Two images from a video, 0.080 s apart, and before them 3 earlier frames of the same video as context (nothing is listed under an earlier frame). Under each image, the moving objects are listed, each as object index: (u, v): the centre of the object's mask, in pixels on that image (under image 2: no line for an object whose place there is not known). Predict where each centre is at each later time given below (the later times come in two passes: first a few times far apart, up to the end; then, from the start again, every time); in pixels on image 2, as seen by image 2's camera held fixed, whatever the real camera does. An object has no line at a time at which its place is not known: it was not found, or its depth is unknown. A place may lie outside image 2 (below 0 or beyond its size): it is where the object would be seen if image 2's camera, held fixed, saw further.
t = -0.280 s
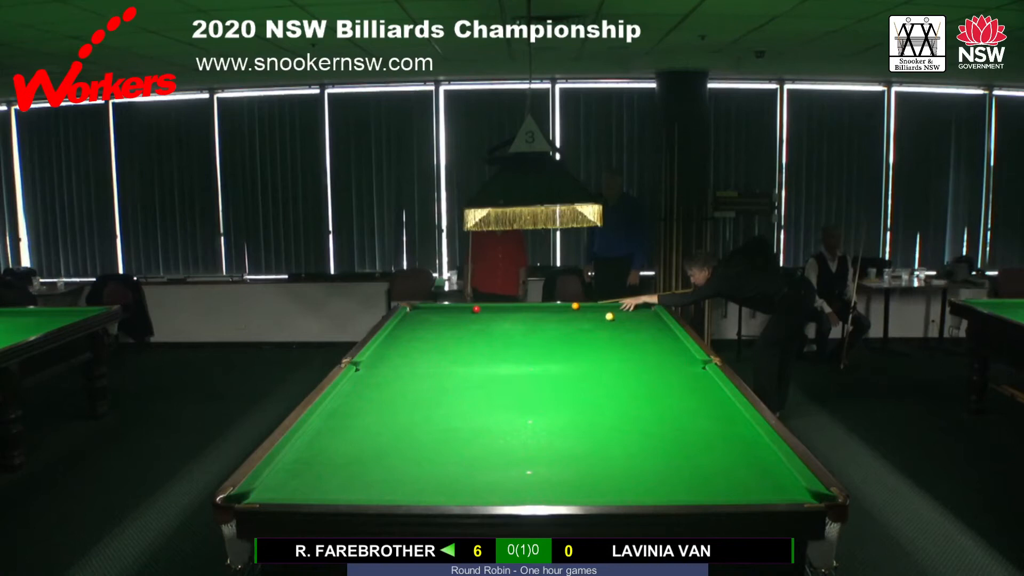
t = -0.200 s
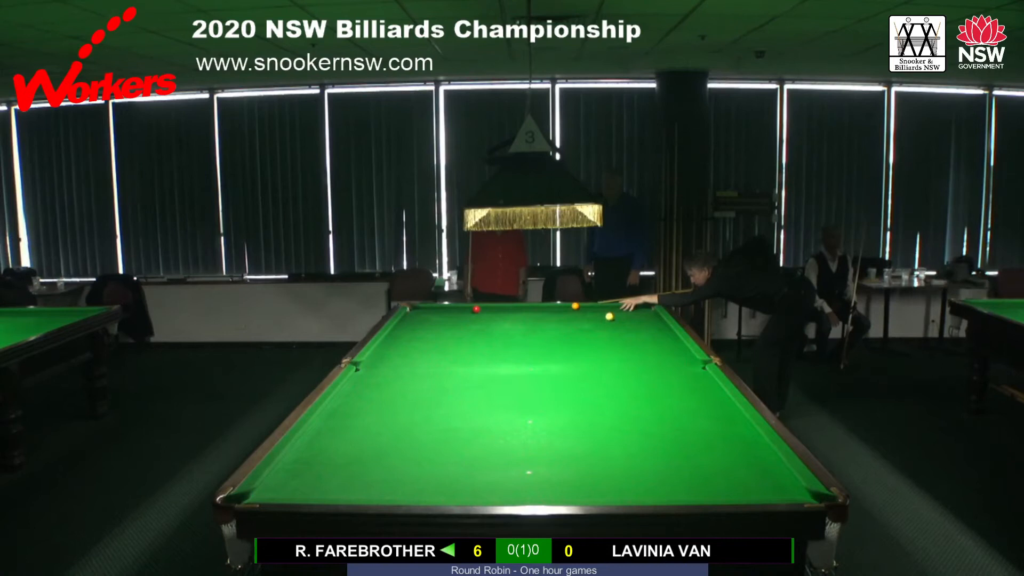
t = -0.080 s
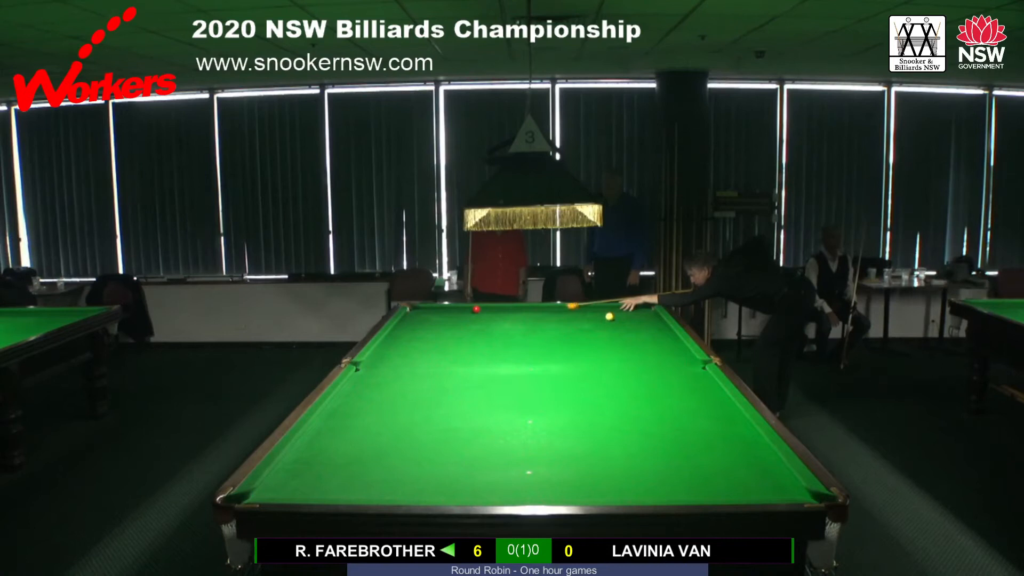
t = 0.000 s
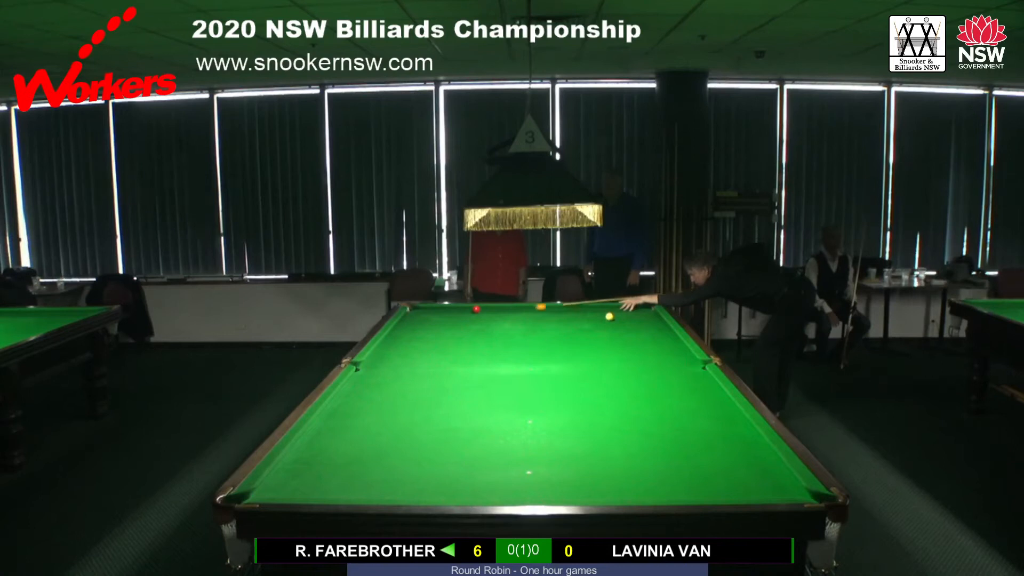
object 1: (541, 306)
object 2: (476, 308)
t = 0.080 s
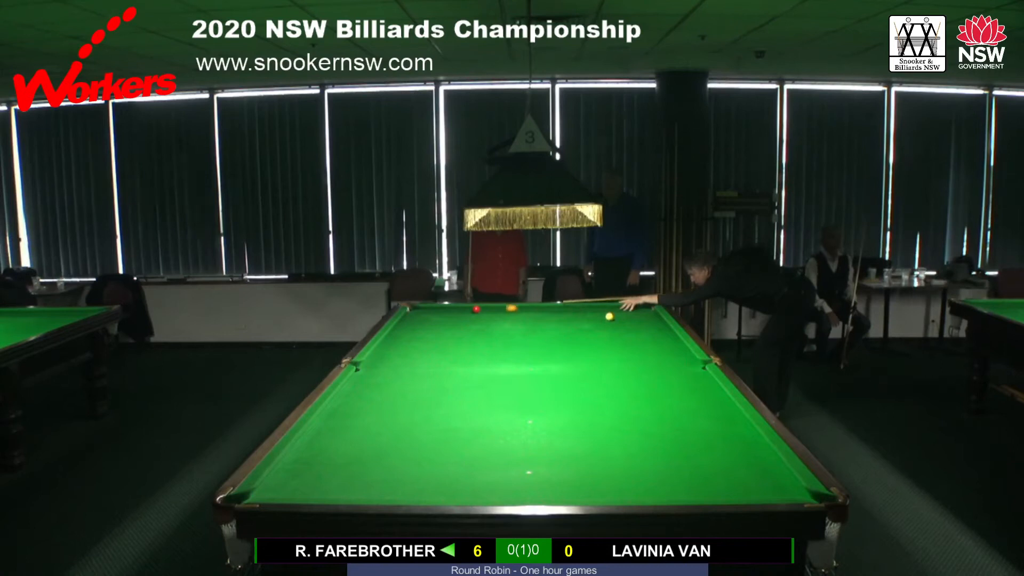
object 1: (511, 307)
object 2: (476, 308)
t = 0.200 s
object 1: (480, 310)
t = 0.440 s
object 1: (456, 315)
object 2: (412, 307)
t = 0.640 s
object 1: (428, 320)
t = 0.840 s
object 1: (399, 325)
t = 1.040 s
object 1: (411, 328)
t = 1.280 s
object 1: (428, 332)
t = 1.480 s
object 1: (442, 335)
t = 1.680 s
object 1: (456, 338)
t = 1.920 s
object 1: (473, 342)
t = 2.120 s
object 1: (488, 344)
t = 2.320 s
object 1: (502, 347)
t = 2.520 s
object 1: (517, 350)
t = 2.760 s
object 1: (534, 354)
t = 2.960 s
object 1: (549, 357)
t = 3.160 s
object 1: (563, 360)
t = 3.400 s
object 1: (579, 363)
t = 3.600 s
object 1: (593, 366)
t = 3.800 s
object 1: (606, 369)
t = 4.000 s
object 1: (618, 371)
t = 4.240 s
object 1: (633, 374)
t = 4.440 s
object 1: (645, 377)
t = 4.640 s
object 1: (656, 379)
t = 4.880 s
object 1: (669, 381)
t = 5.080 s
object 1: (679, 383)
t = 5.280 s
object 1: (688, 385)
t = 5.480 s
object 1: (696, 387)
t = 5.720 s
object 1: (706, 389)
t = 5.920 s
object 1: (713, 390)
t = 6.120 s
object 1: (719, 391)
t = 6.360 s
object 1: (718, 392)
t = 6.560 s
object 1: (716, 393)
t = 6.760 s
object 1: (714, 393)
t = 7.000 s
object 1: (713, 393)
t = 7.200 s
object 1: (713, 393)
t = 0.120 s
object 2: (476, 308)
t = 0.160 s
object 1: (483, 309)
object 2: (474, 308)
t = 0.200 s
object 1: (480, 310)
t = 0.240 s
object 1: (478, 311)
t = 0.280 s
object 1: (474, 312)
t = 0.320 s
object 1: (470, 313)
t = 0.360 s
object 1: (466, 314)
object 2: (421, 307)
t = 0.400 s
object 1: (461, 315)
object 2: (413, 307)
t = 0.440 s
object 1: (456, 315)
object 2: (412, 307)
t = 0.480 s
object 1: (450, 316)
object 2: (411, 308)
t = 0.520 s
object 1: (444, 317)
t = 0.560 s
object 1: (439, 318)
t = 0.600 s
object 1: (434, 319)
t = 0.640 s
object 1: (428, 320)
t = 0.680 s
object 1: (422, 321)
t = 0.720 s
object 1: (416, 322)
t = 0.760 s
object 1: (411, 323)
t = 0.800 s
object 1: (405, 324)
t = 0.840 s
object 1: (399, 325)
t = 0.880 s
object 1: (399, 326)
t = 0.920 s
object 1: (403, 326)
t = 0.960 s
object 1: (405, 327)
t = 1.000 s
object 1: (408, 328)
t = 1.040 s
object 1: (411, 328)
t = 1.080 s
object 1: (413, 329)
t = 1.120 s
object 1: (416, 329)
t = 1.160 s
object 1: (419, 330)
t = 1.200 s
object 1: (422, 331)
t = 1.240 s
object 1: (425, 331)
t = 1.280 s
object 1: (428, 332)
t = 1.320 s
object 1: (430, 332)
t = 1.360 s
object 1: (433, 333)
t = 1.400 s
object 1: (436, 334)
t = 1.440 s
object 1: (439, 335)
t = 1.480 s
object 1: (442, 335)
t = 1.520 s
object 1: (445, 336)
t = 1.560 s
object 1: (448, 336)
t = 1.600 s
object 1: (450, 337)
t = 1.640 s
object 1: (453, 337)
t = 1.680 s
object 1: (456, 338)
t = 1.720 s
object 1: (459, 339)
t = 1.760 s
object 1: (462, 339)
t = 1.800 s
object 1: (465, 340)
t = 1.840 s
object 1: (468, 340)
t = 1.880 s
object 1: (470, 341)
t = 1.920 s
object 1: (473, 342)
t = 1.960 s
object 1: (476, 342)
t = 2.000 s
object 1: (479, 343)
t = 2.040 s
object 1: (482, 343)
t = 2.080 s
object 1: (485, 344)
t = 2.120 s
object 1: (488, 344)
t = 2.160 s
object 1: (491, 345)
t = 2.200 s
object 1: (494, 346)
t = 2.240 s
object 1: (497, 346)
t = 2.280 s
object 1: (499, 347)
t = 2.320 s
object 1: (502, 347)
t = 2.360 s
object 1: (505, 348)
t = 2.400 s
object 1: (508, 349)
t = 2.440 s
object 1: (511, 349)
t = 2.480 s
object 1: (514, 350)
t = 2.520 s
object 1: (517, 350)
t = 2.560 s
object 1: (520, 351)
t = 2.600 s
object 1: (523, 352)
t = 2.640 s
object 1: (525, 353)
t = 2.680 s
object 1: (529, 353)
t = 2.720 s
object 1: (531, 354)
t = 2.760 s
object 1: (534, 354)
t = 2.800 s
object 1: (537, 354)
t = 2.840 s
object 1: (540, 355)
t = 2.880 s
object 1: (543, 356)
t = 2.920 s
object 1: (546, 356)
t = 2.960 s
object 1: (549, 357)
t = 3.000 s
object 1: (551, 358)
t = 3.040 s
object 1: (554, 358)
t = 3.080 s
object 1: (557, 359)
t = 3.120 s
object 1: (560, 359)
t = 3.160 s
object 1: (563, 360)
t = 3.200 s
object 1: (565, 360)
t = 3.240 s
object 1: (568, 361)
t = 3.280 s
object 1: (571, 362)
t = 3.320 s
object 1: (574, 362)
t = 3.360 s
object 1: (576, 363)
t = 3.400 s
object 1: (579, 363)
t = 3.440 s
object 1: (582, 364)
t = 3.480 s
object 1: (584, 364)
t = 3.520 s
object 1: (587, 365)
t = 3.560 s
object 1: (590, 365)
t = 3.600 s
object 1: (593, 366)
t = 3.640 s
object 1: (595, 367)
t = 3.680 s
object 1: (598, 367)
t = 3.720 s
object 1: (600, 368)
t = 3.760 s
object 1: (603, 368)
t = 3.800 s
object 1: (606, 369)
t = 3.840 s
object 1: (608, 369)
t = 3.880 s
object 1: (611, 370)
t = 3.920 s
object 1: (613, 370)
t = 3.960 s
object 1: (616, 371)
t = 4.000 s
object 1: (618, 371)
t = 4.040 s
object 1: (621, 372)
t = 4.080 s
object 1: (623, 372)
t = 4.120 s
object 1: (626, 373)
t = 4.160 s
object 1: (628, 373)
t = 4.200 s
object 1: (631, 374)
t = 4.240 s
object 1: (633, 374)
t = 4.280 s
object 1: (635, 375)
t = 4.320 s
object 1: (638, 375)
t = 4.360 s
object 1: (640, 376)
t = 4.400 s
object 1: (643, 376)
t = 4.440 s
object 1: (645, 377)
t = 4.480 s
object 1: (647, 377)
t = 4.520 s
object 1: (649, 378)
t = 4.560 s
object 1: (652, 378)
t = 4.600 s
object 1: (654, 378)
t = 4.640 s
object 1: (656, 379)
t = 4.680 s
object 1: (658, 379)
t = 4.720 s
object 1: (661, 380)
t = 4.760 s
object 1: (663, 380)
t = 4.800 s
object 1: (665, 381)
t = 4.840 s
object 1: (667, 381)
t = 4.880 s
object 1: (669, 381)
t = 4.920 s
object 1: (671, 382)
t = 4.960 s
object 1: (673, 382)
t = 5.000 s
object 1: (675, 383)
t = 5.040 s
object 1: (677, 383)
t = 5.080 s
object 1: (679, 383)
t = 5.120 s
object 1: (681, 384)
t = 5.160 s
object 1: (683, 384)
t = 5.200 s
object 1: (684, 385)
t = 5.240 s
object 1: (686, 385)
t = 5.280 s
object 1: (688, 385)
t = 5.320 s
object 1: (690, 386)
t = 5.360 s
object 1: (692, 386)
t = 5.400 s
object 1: (693, 386)
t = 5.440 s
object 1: (695, 387)
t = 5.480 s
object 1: (696, 387)
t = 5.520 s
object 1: (698, 387)
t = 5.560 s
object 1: (700, 388)
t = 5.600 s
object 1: (701, 388)
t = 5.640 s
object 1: (703, 388)
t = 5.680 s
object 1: (705, 389)
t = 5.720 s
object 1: (706, 389)
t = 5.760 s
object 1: (707, 389)
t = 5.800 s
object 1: (709, 389)
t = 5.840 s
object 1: (710, 390)
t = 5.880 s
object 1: (711, 390)
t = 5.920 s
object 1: (713, 390)
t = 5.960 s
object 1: (714, 390)
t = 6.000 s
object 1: (715, 391)
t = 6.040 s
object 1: (716, 391)
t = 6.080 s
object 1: (718, 391)
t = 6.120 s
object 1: (719, 391)
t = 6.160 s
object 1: (720, 392)
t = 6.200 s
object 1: (719, 392)
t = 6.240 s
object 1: (719, 392)
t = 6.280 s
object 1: (718, 392)
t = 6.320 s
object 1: (718, 392)
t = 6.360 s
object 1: (718, 392)
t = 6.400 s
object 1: (717, 392)
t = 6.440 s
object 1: (717, 392)
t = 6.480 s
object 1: (717, 392)
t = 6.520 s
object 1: (716, 392)
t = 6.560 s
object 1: (716, 393)
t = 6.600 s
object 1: (716, 393)
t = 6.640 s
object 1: (715, 393)
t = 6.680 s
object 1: (715, 393)
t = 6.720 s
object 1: (715, 393)
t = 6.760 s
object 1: (714, 393)
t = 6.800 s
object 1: (714, 393)
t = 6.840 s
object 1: (714, 393)
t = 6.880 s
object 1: (714, 393)
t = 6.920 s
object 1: (714, 393)
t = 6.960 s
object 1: (713, 393)
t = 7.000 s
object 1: (713, 393)
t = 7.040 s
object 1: (713, 393)
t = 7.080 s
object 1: (713, 393)
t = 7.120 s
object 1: (713, 393)
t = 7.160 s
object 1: (713, 393)
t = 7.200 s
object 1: (713, 393)
